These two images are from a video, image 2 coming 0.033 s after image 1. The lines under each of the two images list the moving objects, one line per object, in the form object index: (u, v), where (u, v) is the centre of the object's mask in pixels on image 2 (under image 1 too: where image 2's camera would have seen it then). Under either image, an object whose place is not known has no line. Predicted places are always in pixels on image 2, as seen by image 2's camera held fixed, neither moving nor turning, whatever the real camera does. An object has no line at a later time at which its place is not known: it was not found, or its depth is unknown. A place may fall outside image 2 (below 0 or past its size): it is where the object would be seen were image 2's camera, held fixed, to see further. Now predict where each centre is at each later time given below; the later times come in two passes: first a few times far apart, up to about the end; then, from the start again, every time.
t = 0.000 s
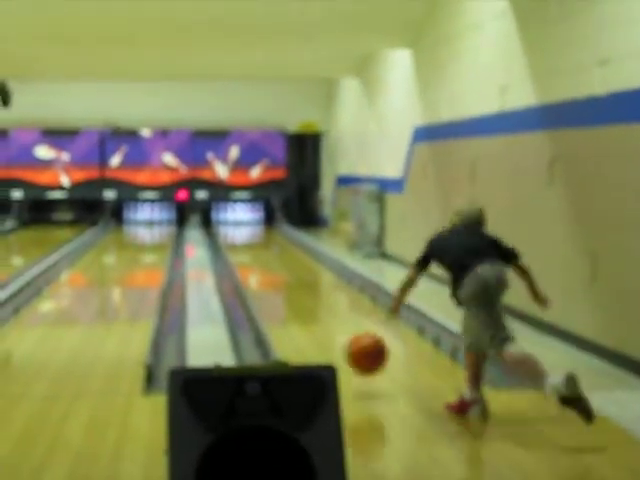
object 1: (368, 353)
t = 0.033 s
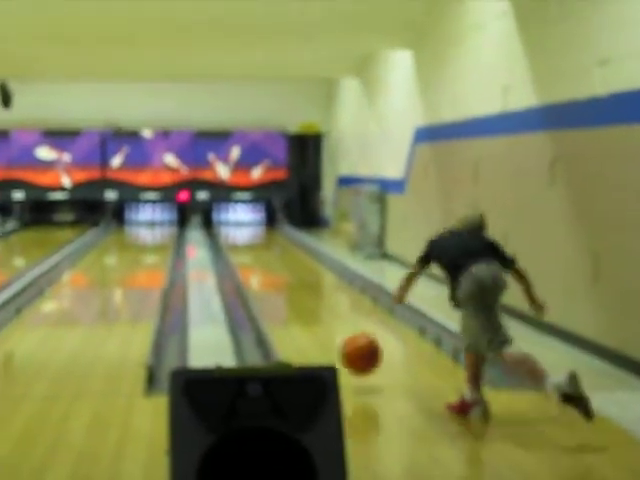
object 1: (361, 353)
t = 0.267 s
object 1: (323, 335)
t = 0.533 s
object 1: (294, 308)
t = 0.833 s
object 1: (271, 290)
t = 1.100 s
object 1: (255, 275)
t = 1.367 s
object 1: (245, 262)
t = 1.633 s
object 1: (243, 255)
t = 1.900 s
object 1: (241, 250)
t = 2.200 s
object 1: (242, 244)
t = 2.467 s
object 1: (241, 239)
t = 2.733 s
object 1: (241, 235)
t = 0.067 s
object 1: (354, 355)
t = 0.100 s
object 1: (348, 357)
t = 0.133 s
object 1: (343, 351)
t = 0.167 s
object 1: (337, 347)
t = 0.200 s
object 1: (332, 344)
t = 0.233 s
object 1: (328, 339)
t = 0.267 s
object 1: (323, 335)
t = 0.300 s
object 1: (319, 332)
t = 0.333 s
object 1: (314, 327)
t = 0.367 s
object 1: (311, 325)
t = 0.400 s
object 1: (307, 321)
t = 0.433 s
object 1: (303, 317)
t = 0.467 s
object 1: (300, 314)
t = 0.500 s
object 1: (297, 311)
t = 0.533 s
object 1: (294, 308)
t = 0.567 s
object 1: (291, 306)
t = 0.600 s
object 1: (288, 304)
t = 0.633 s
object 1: (285, 302)
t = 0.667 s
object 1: (282, 300)
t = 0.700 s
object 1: (280, 297)
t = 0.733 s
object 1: (278, 296)
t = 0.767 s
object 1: (276, 294)
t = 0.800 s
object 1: (274, 292)
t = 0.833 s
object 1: (271, 290)
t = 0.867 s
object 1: (269, 287)
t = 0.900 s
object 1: (268, 286)
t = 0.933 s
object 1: (265, 284)
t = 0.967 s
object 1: (263, 282)
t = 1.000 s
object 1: (260, 281)
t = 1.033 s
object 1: (259, 278)
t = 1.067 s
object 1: (257, 277)
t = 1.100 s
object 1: (255, 275)
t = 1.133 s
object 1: (254, 273)
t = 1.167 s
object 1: (253, 272)
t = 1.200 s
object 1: (252, 270)
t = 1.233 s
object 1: (251, 269)
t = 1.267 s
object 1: (250, 268)
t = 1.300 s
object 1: (248, 268)
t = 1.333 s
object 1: (247, 267)
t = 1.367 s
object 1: (245, 262)
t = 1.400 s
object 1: (245, 262)
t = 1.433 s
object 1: (245, 261)
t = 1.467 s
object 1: (244, 261)
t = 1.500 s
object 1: (244, 260)
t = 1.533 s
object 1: (244, 260)
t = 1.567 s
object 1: (243, 257)
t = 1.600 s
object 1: (243, 257)
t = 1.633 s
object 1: (243, 255)
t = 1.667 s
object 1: (243, 254)
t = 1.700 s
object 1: (243, 253)
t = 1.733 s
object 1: (242, 252)
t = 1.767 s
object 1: (242, 251)
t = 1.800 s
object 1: (242, 251)
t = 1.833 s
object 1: (242, 251)
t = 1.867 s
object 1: (242, 251)
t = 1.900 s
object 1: (241, 250)
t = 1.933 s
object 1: (241, 250)
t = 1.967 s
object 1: (241, 249)
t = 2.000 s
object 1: (241, 247)
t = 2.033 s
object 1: (241, 247)
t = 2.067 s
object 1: (242, 246)
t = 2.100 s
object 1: (241, 246)
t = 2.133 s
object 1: (241, 245)
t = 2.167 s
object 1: (242, 244)
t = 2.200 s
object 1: (242, 244)
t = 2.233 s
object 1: (242, 243)
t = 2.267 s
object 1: (242, 242)
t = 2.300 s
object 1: (242, 241)
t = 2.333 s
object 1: (242, 241)
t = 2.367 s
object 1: (242, 241)
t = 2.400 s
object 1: (242, 240)
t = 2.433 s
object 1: (242, 241)
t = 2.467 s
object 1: (241, 239)
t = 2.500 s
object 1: (241, 238)
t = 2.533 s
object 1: (240, 238)
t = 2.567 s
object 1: (240, 238)
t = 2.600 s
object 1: (240, 237)
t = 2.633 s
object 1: (241, 236)
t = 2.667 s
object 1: (241, 236)
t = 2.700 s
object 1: (241, 235)
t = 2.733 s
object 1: (241, 235)
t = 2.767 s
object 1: (241, 235)
